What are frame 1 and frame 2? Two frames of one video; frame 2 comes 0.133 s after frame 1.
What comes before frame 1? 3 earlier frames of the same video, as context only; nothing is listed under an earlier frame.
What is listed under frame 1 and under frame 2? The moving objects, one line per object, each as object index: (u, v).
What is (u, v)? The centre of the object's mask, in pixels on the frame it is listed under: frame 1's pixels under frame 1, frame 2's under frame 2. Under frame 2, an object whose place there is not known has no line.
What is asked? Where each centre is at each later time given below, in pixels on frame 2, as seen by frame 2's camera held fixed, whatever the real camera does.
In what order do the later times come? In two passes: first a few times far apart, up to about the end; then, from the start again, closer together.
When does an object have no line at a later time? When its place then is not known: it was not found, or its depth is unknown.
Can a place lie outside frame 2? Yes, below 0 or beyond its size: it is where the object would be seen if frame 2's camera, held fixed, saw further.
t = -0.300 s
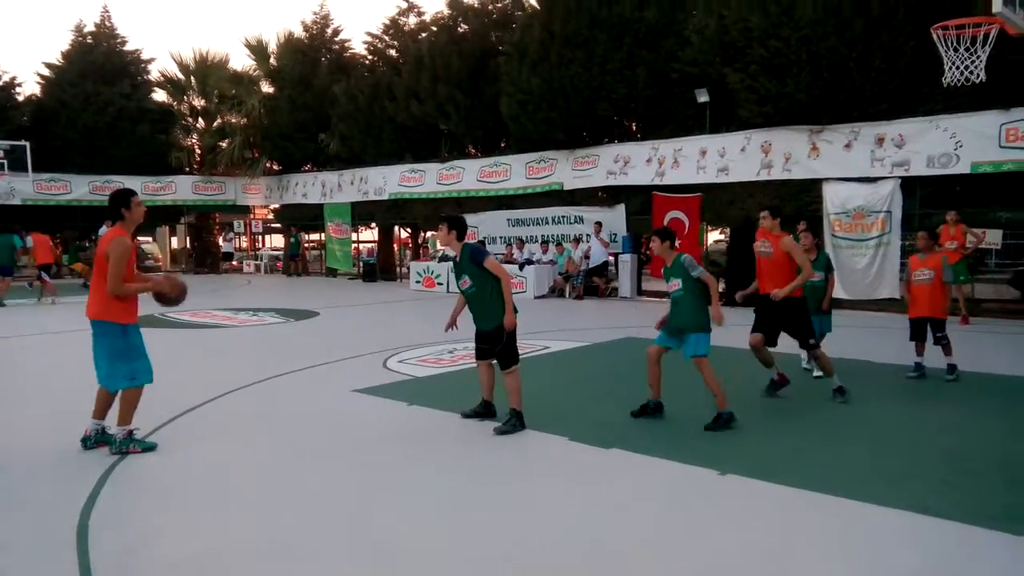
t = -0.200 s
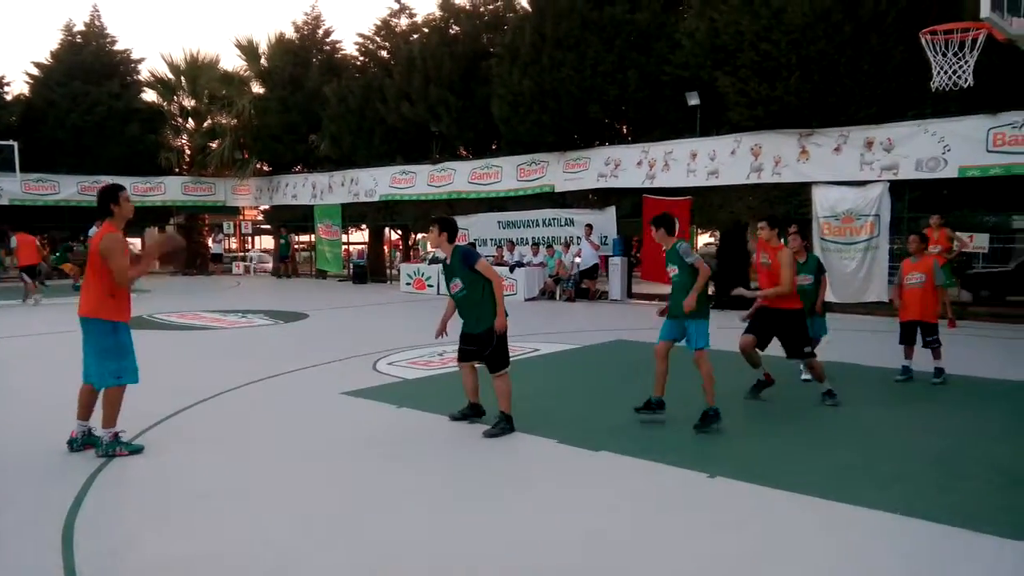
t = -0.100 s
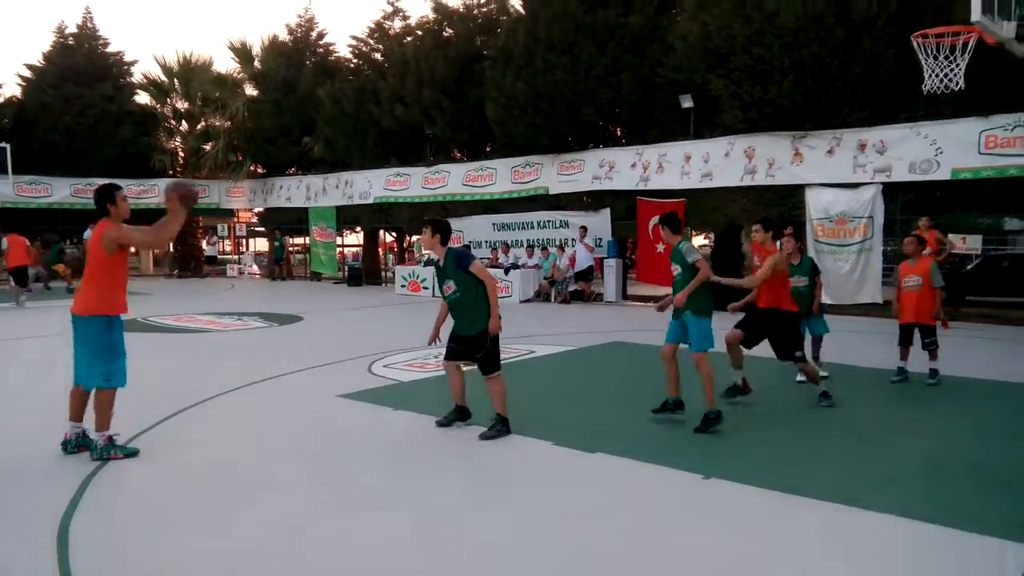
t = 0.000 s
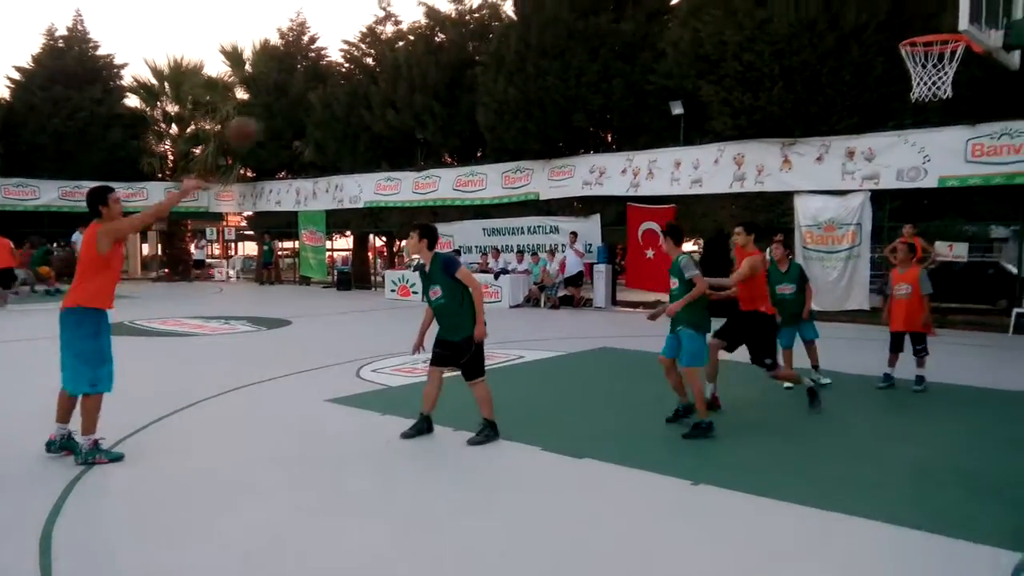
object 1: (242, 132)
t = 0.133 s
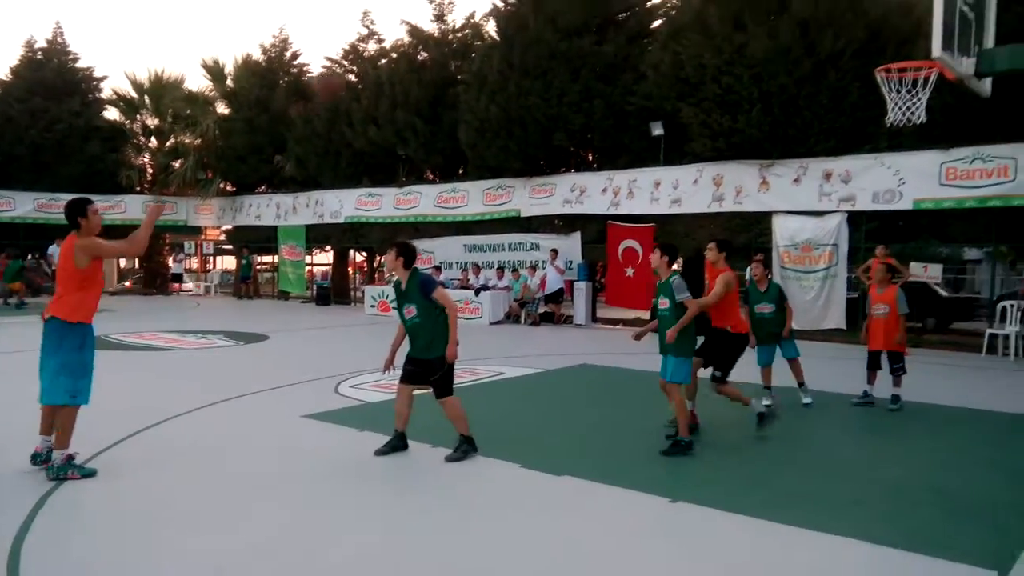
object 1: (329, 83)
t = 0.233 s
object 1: (400, 53)
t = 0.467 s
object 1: (554, 37)
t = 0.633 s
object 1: (650, 63)
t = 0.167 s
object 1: (355, 71)
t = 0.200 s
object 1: (377, 60)
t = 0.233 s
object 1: (400, 53)
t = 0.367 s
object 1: (492, 35)
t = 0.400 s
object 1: (513, 34)
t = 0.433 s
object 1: (534, 36)
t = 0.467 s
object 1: (554, 37)
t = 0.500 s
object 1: (575, 40)
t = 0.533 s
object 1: (594, 44)
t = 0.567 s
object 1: (613, 49)
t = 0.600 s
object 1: (631, 56)
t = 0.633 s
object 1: (650, 63)
